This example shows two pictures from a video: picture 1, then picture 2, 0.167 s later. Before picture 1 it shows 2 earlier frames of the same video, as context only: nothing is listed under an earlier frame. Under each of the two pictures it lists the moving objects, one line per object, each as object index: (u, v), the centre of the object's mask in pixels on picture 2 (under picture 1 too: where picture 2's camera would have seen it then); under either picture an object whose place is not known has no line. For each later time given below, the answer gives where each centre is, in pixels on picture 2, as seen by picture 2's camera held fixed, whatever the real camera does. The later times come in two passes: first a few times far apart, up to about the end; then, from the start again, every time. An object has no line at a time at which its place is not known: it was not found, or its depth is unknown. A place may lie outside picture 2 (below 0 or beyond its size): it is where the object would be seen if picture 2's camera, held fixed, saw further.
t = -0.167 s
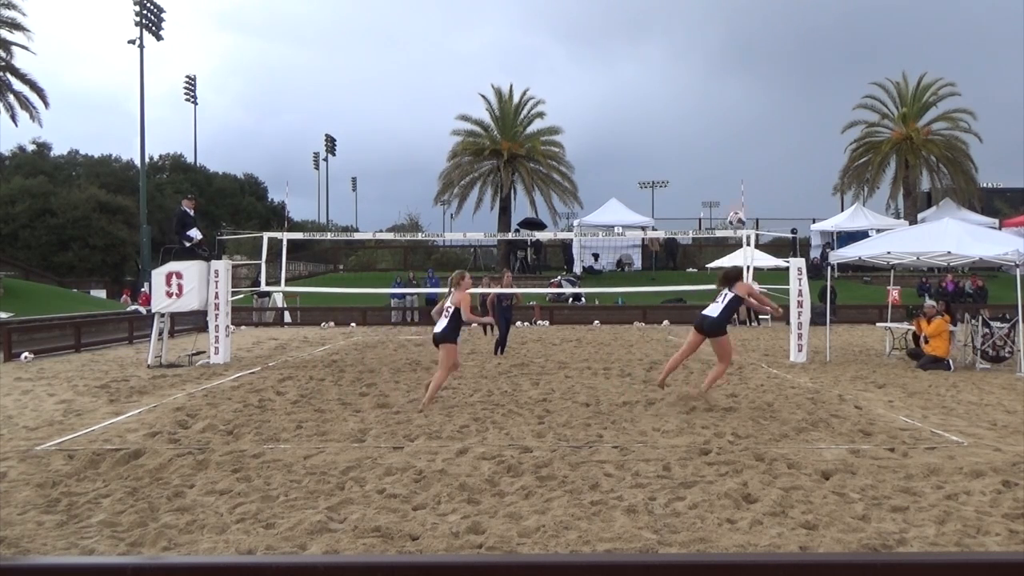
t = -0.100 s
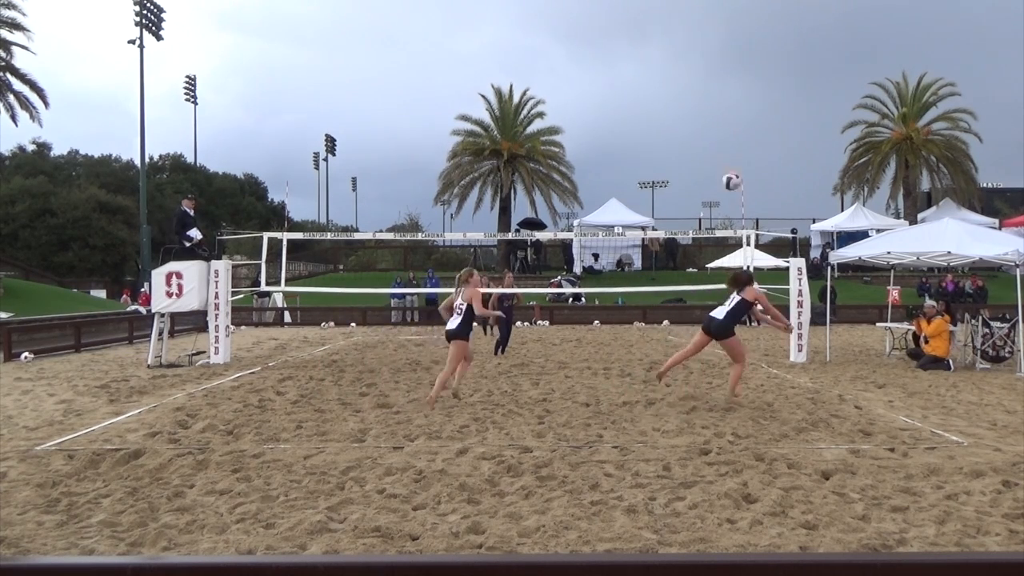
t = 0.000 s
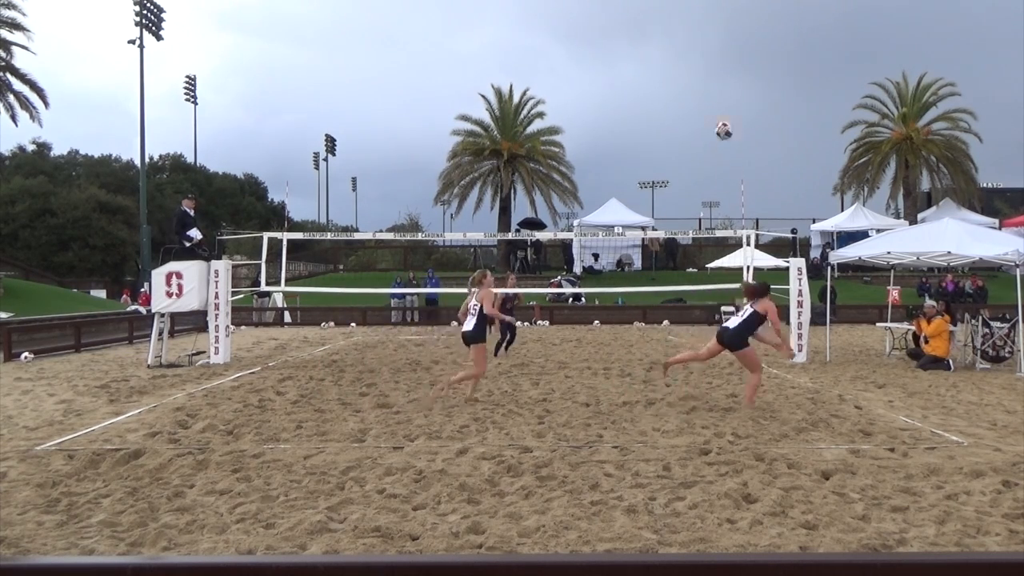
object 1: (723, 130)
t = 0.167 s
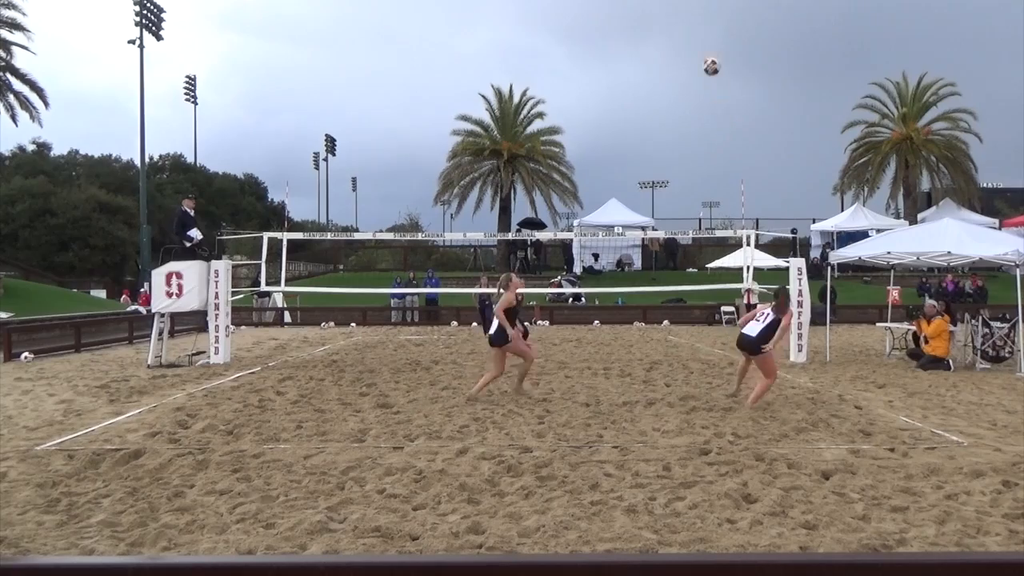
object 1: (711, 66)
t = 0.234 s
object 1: (707, 48)
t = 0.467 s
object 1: (691, 9)
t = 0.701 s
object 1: (676, 15)
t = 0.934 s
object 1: (661, 60)
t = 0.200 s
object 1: (709, 56)
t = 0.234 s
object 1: (707, 48)
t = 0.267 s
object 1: (704, 39)
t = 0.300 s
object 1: (702, 32)
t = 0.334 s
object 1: (699, 26)
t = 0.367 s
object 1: (697, 21)
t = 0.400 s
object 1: (695, 16)
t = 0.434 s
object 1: (693, 13)
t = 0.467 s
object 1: (691, 9)
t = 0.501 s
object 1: (688, 9)
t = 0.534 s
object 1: (686, 8)
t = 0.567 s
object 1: (684, 7)
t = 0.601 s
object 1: (682, 8)
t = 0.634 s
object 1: (680, 9)
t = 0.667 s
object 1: (678, 12)
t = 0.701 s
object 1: (676, 15)
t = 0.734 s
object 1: (673, 19)
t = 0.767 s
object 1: (671, 25)
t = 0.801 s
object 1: (670, 30)
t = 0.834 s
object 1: (668, 37)
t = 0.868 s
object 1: (666, 45)
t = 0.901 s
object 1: (664, 52)
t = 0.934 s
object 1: (661, 60)
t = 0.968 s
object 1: (659, 70)
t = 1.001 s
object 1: (658, 81)
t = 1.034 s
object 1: (655, 91)
